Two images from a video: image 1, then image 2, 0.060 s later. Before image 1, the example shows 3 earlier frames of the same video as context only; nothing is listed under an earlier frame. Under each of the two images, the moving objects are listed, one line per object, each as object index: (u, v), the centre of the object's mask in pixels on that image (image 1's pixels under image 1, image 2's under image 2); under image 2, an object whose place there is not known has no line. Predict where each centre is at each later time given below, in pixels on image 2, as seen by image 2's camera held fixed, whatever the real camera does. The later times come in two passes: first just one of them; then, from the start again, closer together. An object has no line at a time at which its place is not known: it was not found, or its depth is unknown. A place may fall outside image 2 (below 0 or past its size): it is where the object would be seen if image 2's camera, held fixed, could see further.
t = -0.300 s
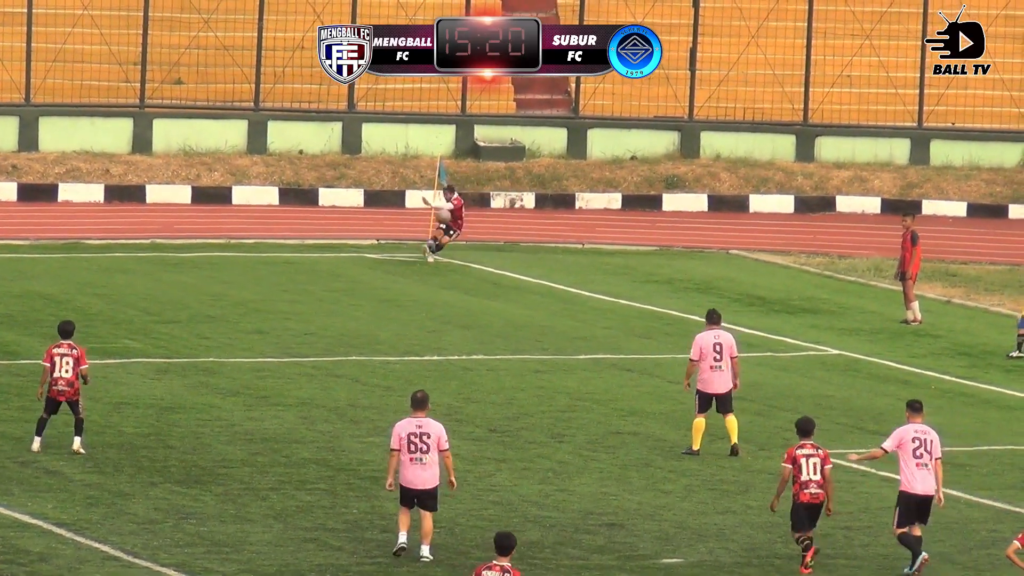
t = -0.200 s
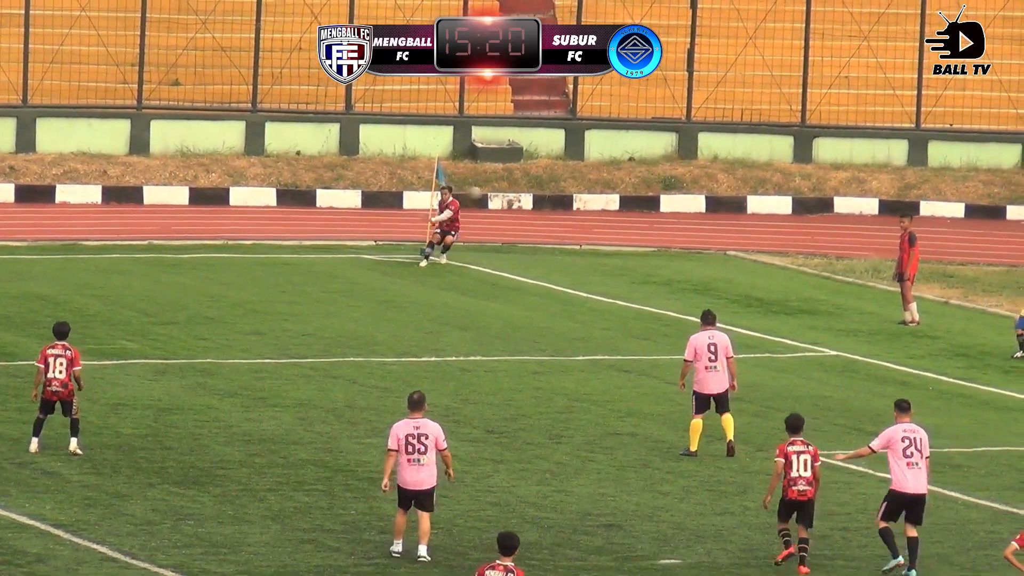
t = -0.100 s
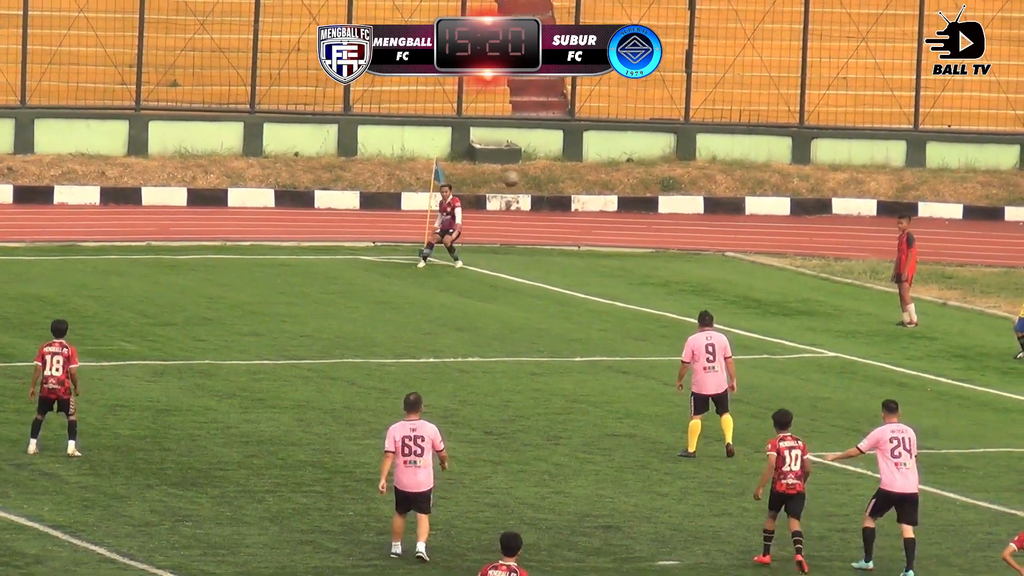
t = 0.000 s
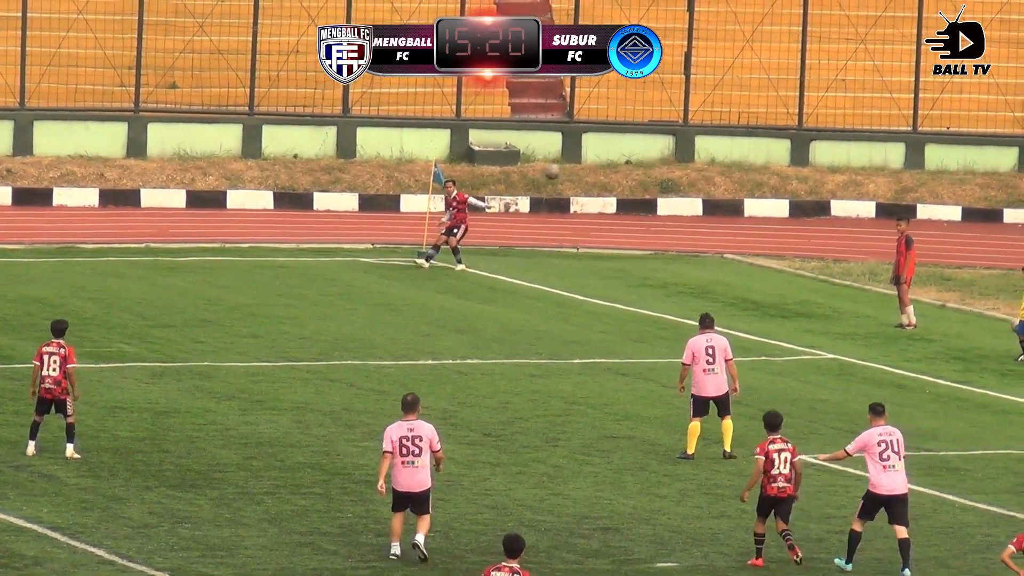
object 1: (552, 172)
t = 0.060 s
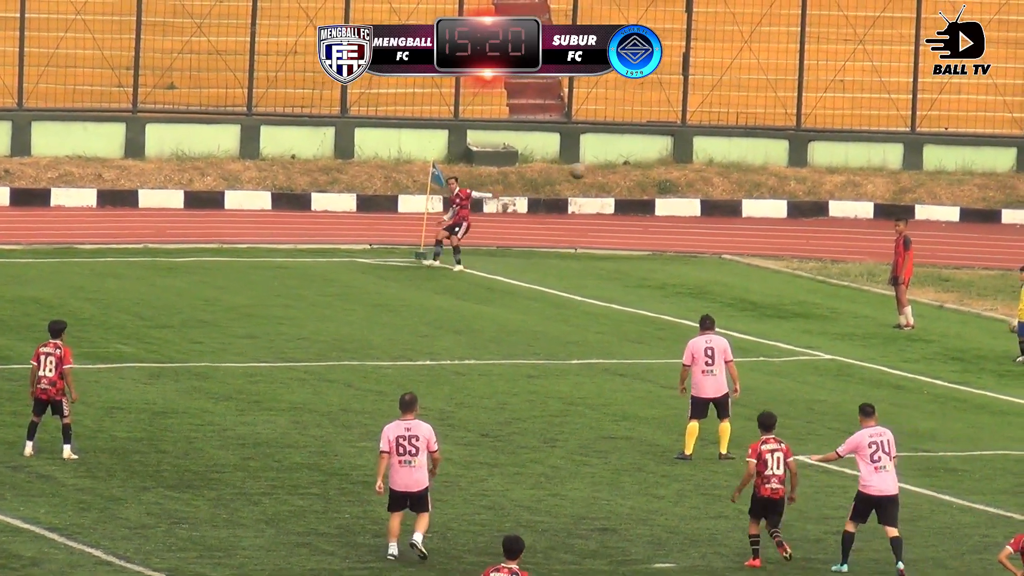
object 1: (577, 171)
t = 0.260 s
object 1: (675, 186)
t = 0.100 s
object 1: (596, 172)
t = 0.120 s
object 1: (606, 172)
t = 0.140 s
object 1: (616, 173)
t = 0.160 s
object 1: (625, 175)
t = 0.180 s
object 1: (635, 177)
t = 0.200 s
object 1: (646, 179)
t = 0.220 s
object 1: (655, 181)
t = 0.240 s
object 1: (665, 184)
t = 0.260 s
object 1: (675, 186)
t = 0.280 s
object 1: (686, 190)
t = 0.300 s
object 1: (698, 194)
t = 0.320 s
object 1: (707, 196)
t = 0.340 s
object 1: (719, 201)
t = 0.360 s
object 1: (731, 205)
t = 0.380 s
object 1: (743, 212)
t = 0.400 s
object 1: (755, 219)
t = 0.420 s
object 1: (767, 226)
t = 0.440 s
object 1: (781, 232)
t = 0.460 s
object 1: (792, 238)
